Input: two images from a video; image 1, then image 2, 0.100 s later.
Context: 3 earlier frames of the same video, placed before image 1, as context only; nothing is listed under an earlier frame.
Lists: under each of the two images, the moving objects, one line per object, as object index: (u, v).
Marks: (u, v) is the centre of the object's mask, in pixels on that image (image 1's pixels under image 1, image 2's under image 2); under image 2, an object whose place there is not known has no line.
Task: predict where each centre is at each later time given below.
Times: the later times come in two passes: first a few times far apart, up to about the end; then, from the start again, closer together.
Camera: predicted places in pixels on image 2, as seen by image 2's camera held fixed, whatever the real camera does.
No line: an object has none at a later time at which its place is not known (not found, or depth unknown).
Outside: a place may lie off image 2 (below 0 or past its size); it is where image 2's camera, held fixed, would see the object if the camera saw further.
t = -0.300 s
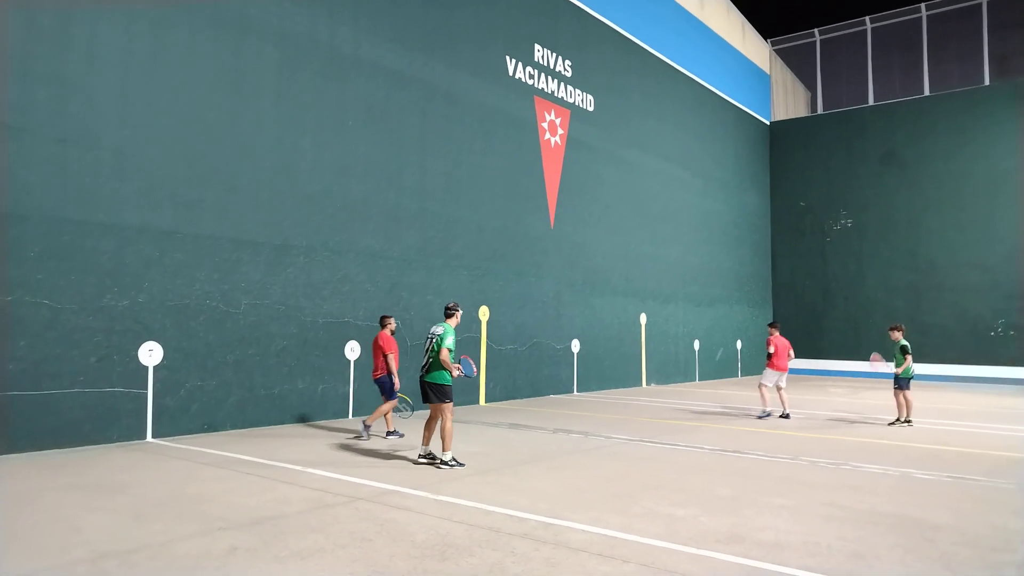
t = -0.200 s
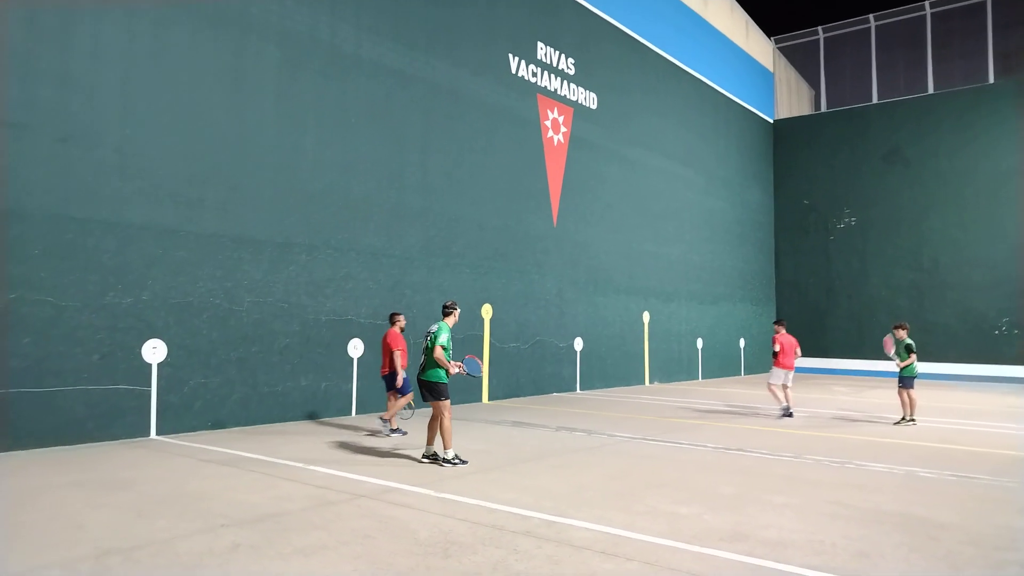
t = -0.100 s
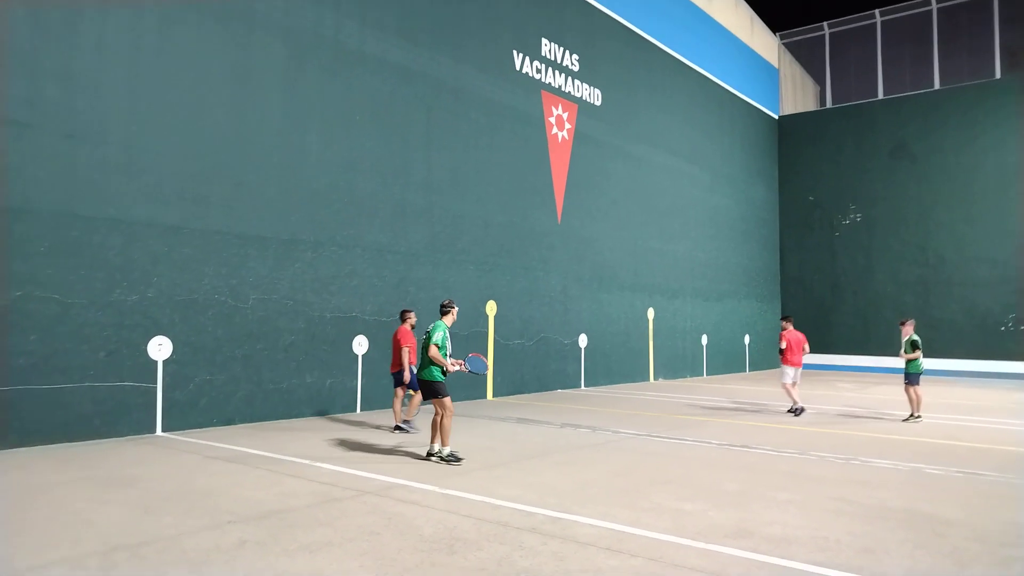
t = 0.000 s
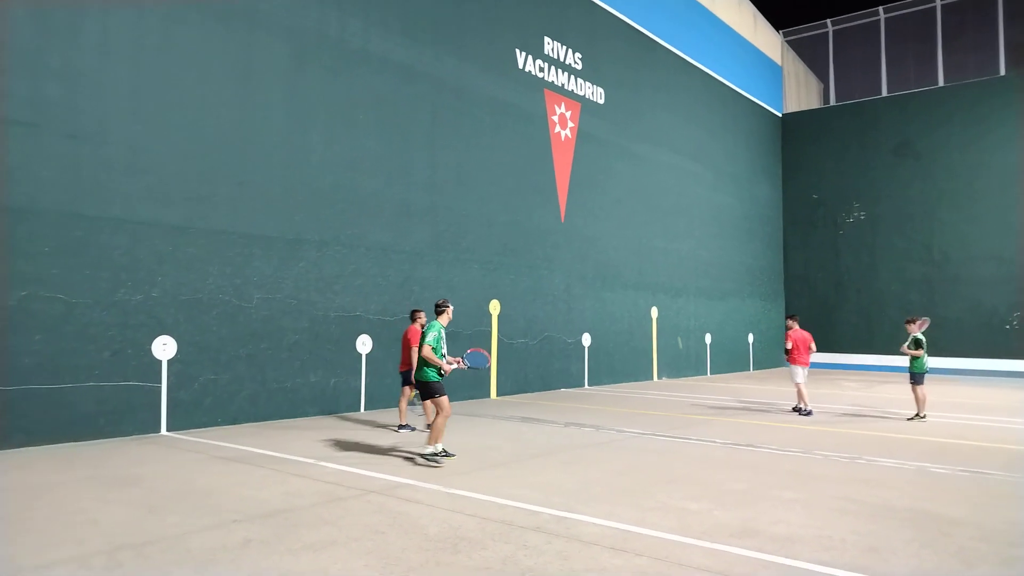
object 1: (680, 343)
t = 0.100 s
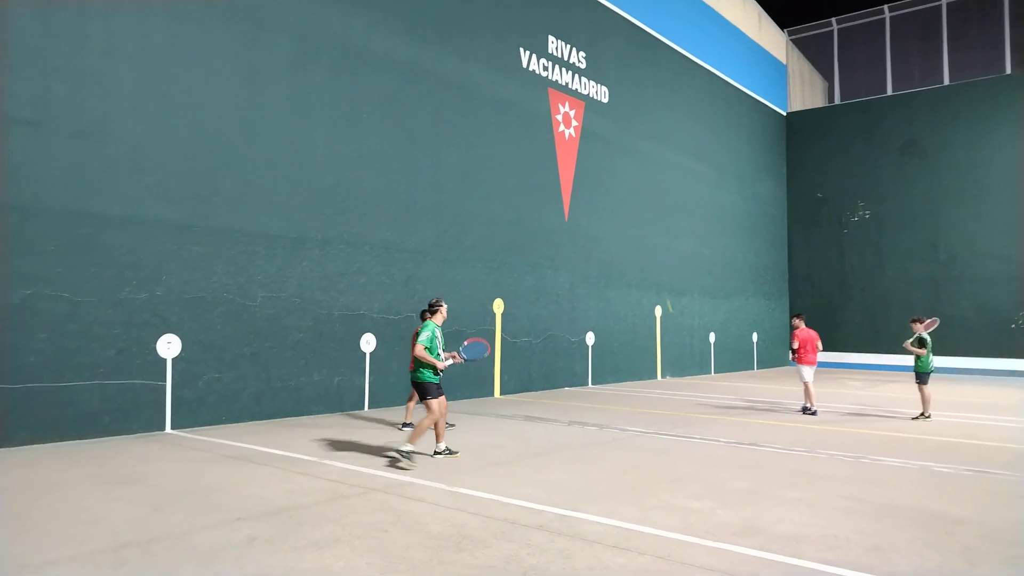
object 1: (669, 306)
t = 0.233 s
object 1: (648, 265)
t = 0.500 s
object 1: (599, 204)
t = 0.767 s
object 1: (532, 185)
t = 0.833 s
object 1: (511, 189)
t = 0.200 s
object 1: (654, 274)
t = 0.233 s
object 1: (648, 265)
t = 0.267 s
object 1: (643, 256)
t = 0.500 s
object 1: (599, 204)
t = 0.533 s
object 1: (592, 199)
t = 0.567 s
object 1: (584, 195)
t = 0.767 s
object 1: (532, 185)
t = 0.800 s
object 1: (522, 187)
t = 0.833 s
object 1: (511, 189)
